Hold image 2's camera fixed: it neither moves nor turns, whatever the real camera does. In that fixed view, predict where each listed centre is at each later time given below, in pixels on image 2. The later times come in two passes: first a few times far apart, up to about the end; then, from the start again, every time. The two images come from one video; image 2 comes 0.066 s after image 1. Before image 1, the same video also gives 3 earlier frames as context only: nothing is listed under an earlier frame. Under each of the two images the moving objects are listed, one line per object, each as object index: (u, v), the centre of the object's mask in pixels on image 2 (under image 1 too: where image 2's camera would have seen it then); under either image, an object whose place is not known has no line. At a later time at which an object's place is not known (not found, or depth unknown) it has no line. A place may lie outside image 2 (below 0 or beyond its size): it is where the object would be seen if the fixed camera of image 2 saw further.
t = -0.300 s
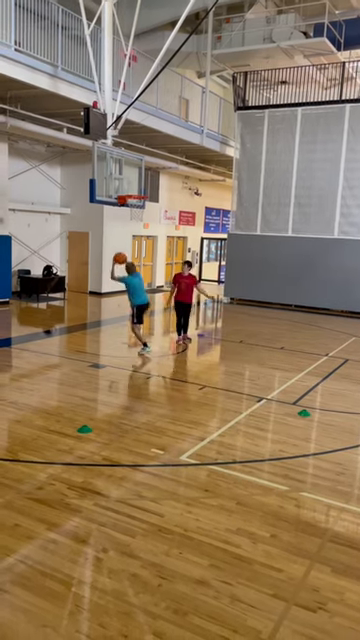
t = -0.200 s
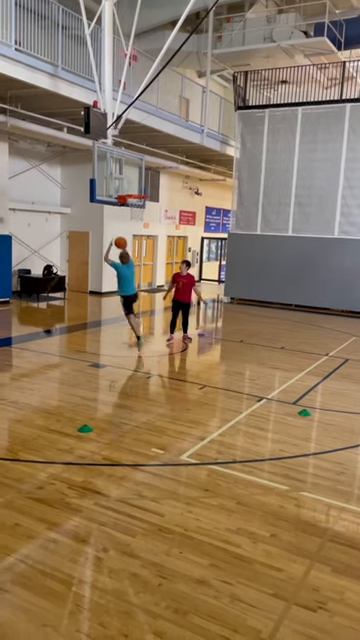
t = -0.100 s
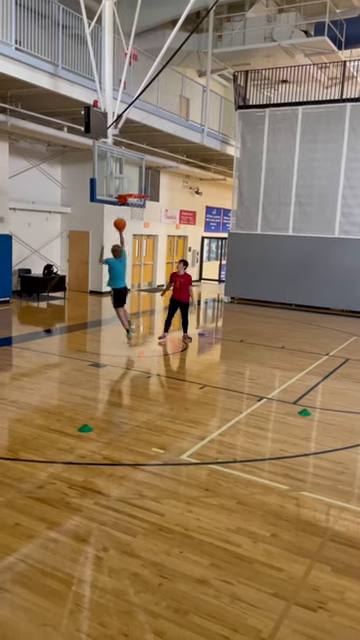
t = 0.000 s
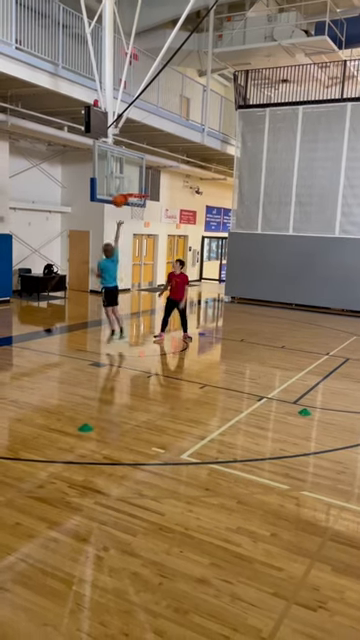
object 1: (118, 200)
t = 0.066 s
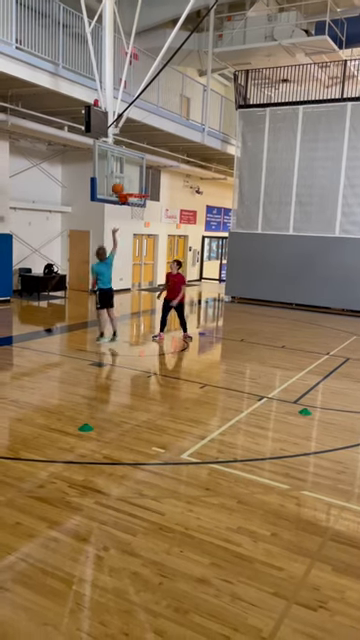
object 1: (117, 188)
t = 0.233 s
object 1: (114, 169)
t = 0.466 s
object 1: (125, 174)
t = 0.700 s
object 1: (133, 180)
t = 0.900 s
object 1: (135, 181)
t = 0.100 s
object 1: (116, 183)
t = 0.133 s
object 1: (116, 179)
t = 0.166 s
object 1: (115, 175)
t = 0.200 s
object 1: (115, 171)
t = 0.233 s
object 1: (114, 169)
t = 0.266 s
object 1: (116, 168)
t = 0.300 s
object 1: (117, 167)
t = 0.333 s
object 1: (119, 167)
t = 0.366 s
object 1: (121, 168)
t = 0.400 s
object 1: (122, 169)
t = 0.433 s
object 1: (123, 171)
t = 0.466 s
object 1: (125, 174)
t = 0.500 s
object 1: (127, 177)
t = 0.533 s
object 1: (129, 180)
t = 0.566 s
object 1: (130, 185)
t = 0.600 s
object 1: (131, 186)
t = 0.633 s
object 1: (132, 184)
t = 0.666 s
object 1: (133, 182)
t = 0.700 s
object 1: (133, 180)
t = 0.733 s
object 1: (134, 179)
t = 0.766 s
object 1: (134, 178)
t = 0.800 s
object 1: (134, 178)
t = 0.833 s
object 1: (135, 179)
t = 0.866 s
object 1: (135, 180)
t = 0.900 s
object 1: (135, 181)
